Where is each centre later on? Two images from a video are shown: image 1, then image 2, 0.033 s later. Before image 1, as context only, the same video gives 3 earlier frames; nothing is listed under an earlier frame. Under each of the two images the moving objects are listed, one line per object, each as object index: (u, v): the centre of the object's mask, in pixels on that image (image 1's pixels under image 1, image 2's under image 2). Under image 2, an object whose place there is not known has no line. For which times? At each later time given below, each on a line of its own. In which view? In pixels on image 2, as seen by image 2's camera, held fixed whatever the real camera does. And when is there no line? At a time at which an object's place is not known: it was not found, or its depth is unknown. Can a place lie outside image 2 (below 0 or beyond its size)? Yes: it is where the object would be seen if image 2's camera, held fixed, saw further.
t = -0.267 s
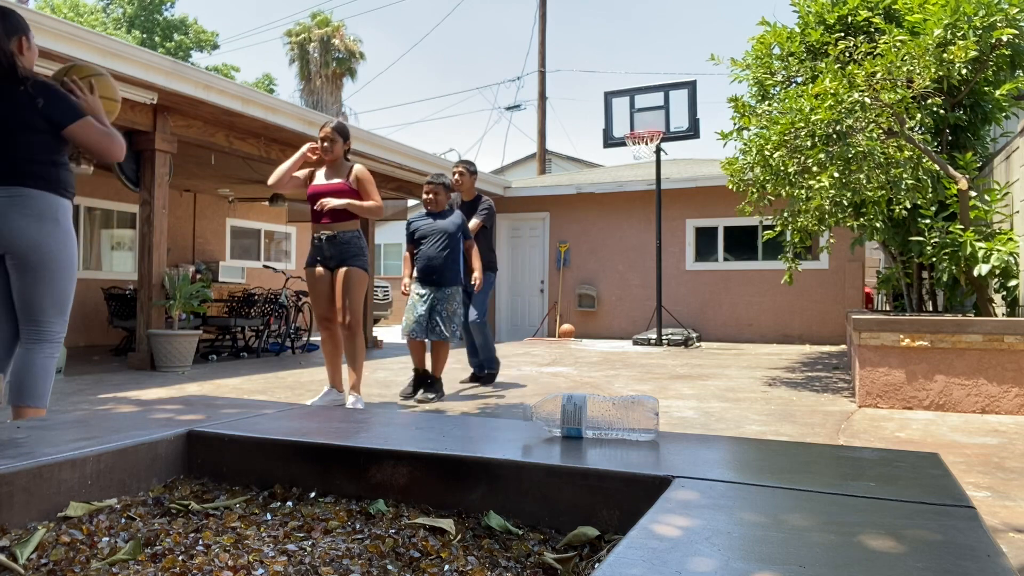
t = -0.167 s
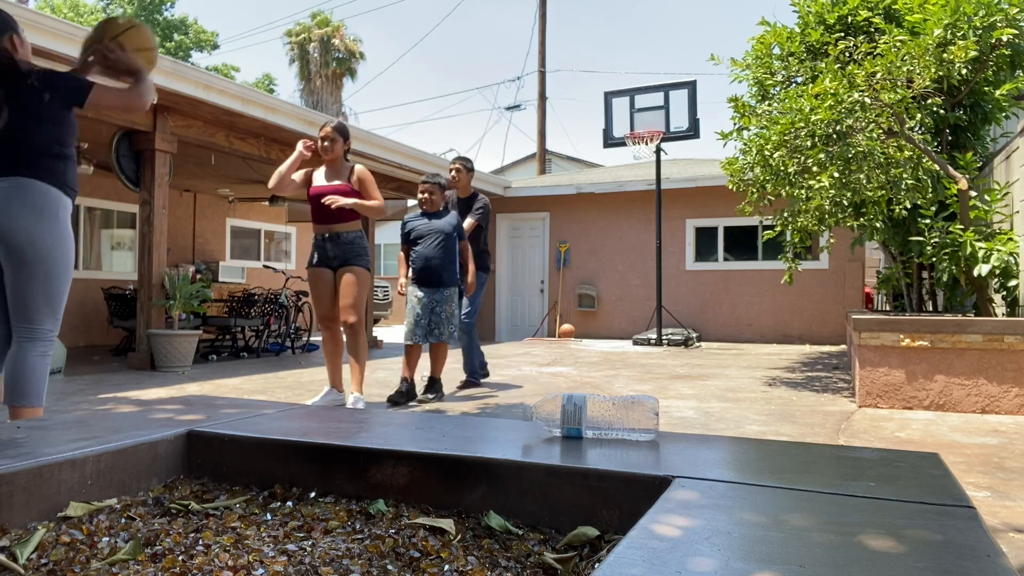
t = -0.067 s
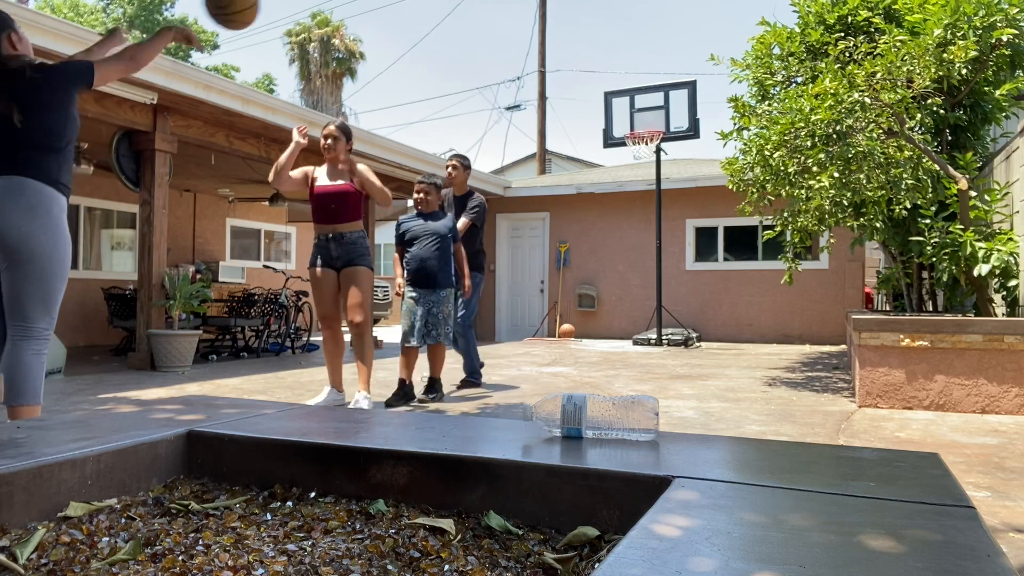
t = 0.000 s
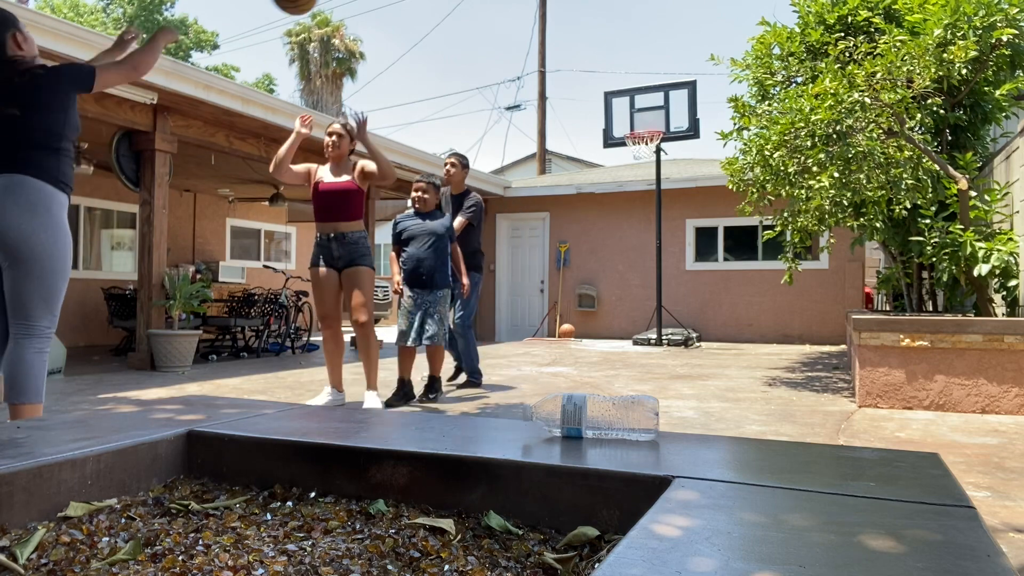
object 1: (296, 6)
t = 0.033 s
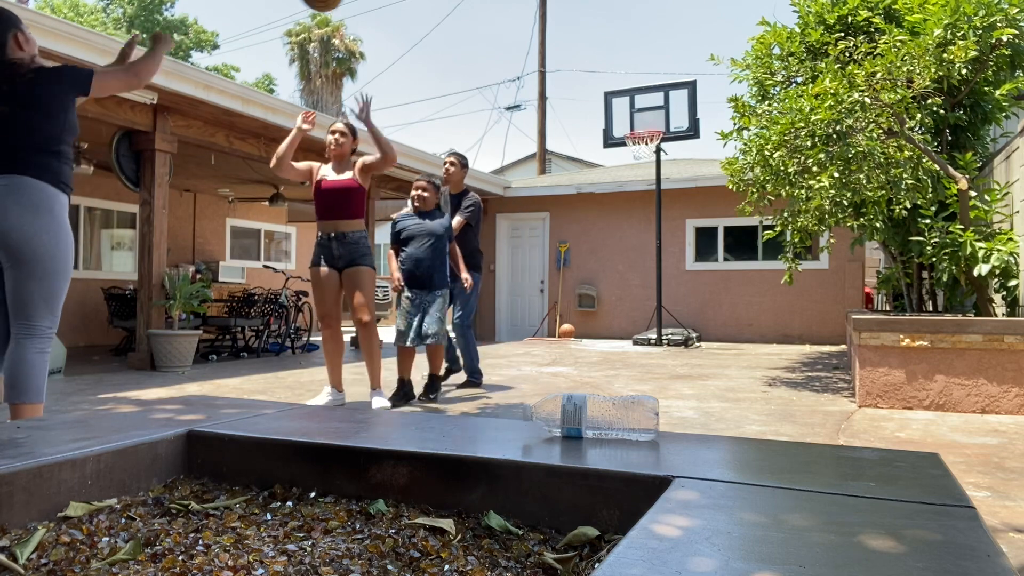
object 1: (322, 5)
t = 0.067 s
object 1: (347, 4)
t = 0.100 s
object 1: (370, 5)
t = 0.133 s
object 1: (391, 6)
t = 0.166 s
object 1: (411, 8)
